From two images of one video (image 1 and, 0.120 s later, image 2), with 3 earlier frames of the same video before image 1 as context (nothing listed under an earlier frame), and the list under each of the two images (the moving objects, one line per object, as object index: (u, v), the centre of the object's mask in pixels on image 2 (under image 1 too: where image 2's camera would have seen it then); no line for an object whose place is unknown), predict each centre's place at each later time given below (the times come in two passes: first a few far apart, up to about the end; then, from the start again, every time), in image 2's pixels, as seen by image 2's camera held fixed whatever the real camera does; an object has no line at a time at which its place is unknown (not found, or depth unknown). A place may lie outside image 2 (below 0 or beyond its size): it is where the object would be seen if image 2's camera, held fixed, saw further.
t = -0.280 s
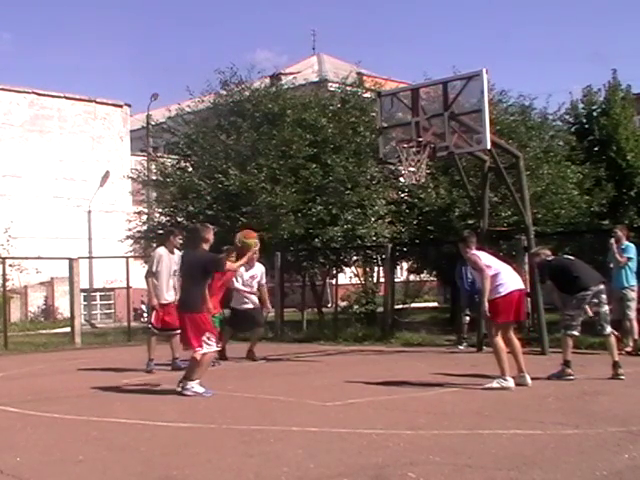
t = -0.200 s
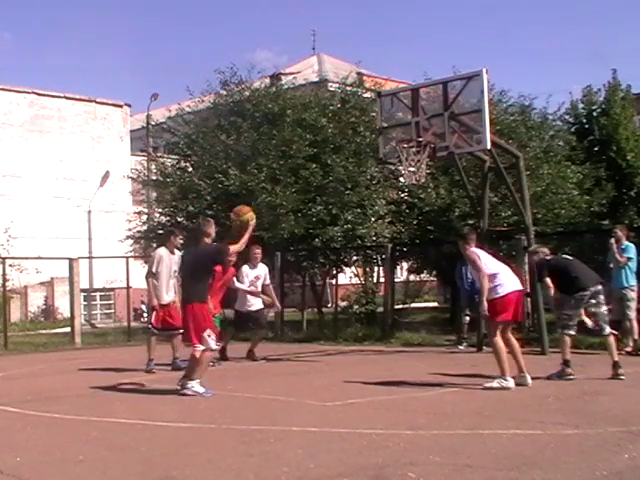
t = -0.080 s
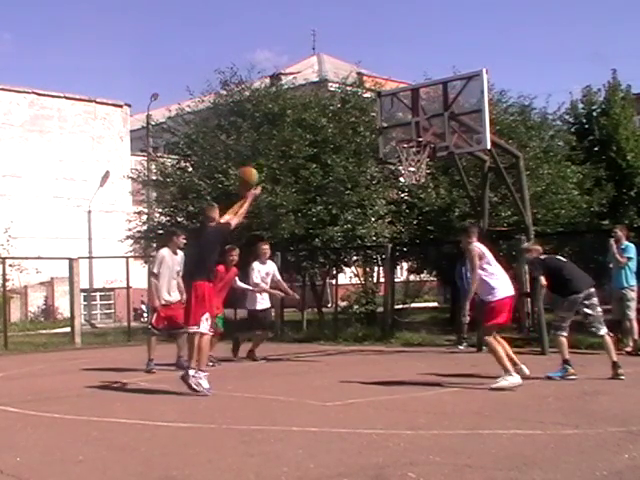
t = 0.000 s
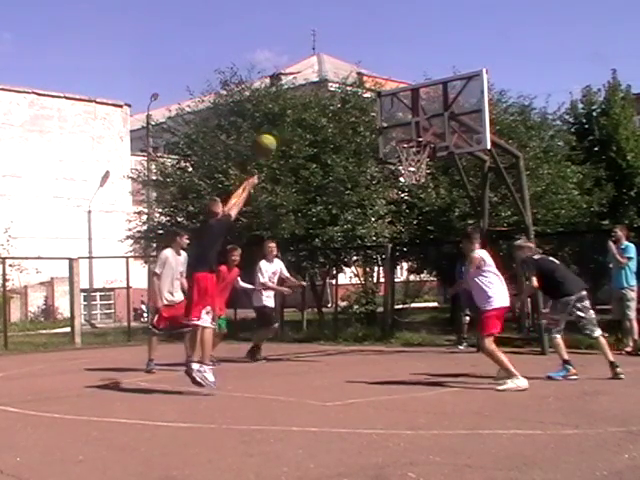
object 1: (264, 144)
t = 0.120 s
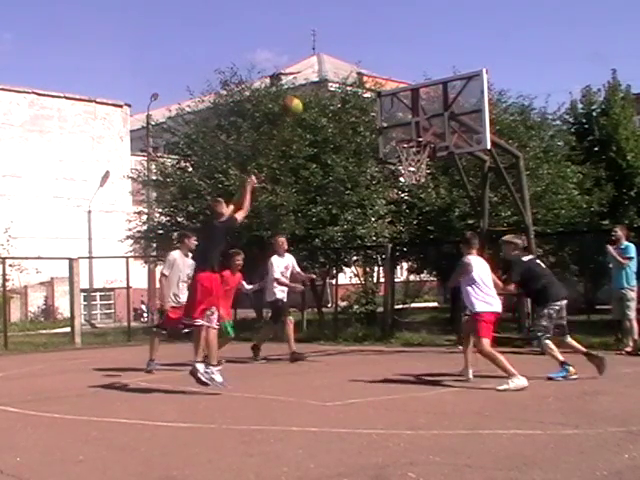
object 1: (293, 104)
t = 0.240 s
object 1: (317, 86)
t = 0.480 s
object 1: (364, 75)
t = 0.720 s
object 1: (407, 108)
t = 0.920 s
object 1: (414, 129)
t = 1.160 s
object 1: (383, 141)
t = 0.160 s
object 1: (300, 97)
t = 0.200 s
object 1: (309, 91)
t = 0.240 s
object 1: (317, 86)
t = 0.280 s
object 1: (325, 80)
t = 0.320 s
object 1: (332, 77)
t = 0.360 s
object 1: (340, 75)
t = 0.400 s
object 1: (349, 73)
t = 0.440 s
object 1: (356, 74)
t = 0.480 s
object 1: (364, 75)
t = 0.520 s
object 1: (369, 78)
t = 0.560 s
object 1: (378, 83)
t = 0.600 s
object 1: (383, 87)
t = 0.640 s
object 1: (392, 92)
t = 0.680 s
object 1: (401, 100)
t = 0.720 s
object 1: (407, 108)
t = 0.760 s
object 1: (414, 117)
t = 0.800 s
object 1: (421, 127)
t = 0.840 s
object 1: (424, 131)
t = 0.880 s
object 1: (419, 130)
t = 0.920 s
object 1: (414, 129)
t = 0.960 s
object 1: (408, 129)
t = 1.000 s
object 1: (402, 128)
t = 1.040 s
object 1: (398, 130)
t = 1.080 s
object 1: (392, 133)
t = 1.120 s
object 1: (387, 136)
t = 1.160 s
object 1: (383, 141)
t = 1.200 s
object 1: (378, 148)
